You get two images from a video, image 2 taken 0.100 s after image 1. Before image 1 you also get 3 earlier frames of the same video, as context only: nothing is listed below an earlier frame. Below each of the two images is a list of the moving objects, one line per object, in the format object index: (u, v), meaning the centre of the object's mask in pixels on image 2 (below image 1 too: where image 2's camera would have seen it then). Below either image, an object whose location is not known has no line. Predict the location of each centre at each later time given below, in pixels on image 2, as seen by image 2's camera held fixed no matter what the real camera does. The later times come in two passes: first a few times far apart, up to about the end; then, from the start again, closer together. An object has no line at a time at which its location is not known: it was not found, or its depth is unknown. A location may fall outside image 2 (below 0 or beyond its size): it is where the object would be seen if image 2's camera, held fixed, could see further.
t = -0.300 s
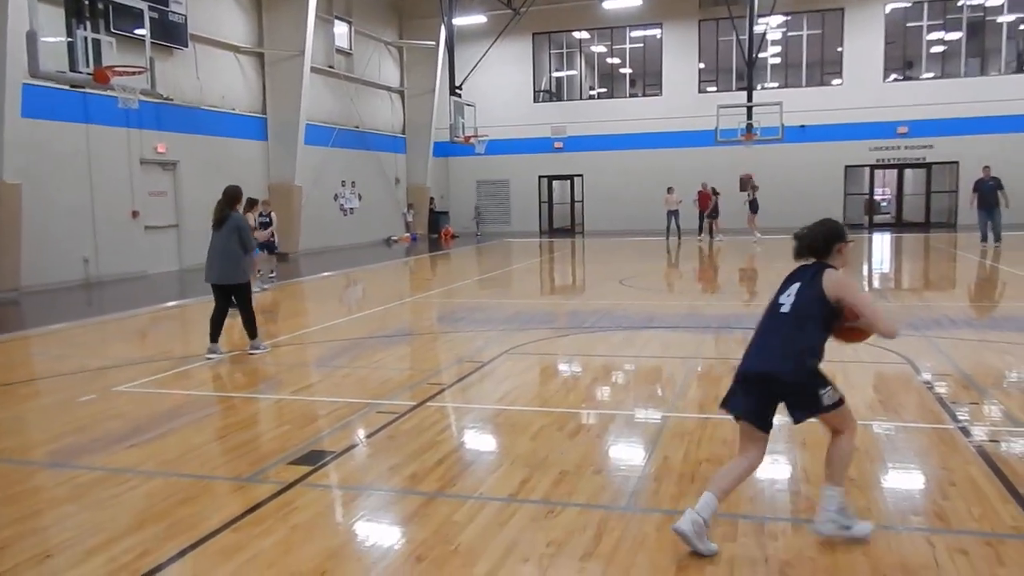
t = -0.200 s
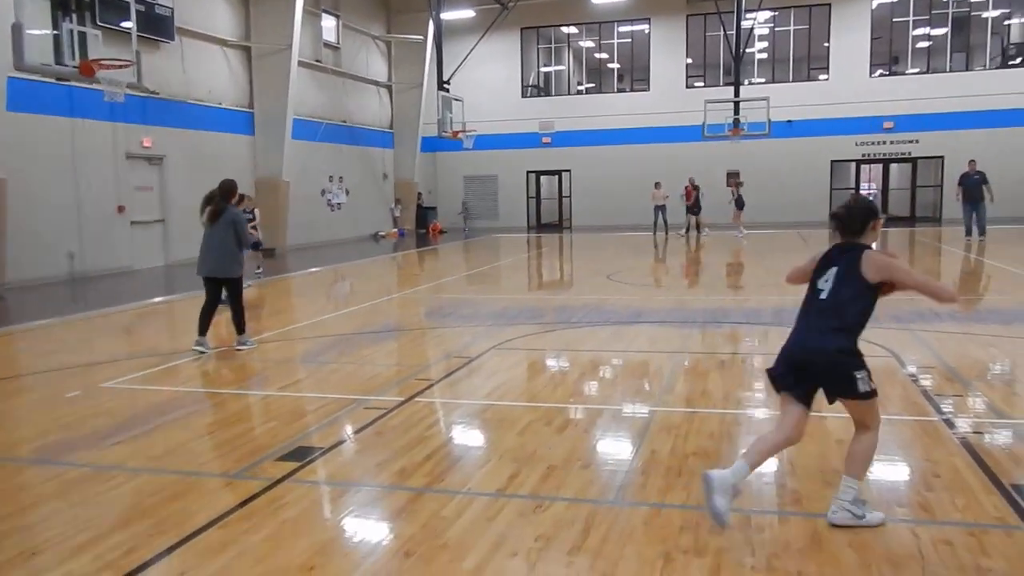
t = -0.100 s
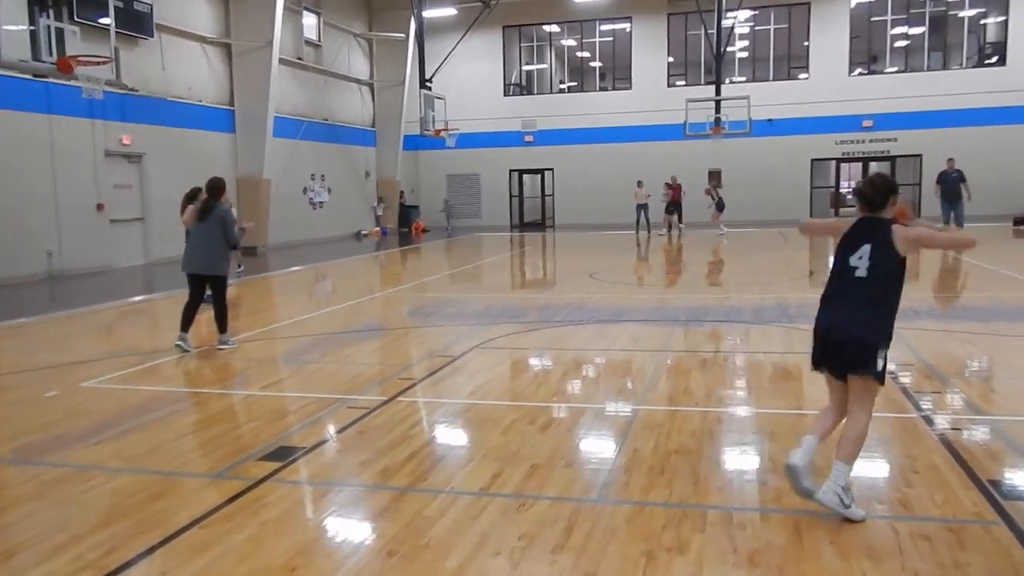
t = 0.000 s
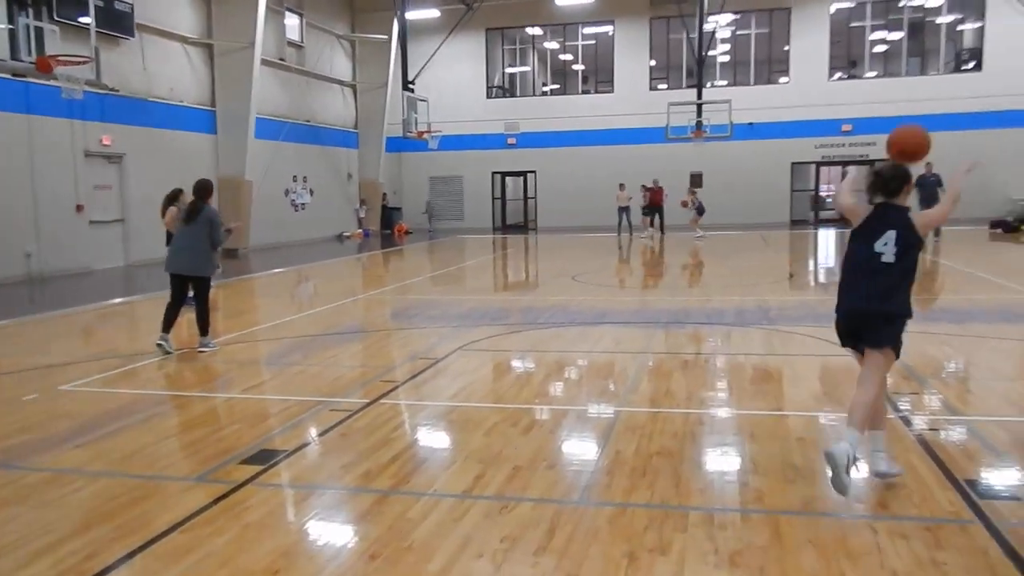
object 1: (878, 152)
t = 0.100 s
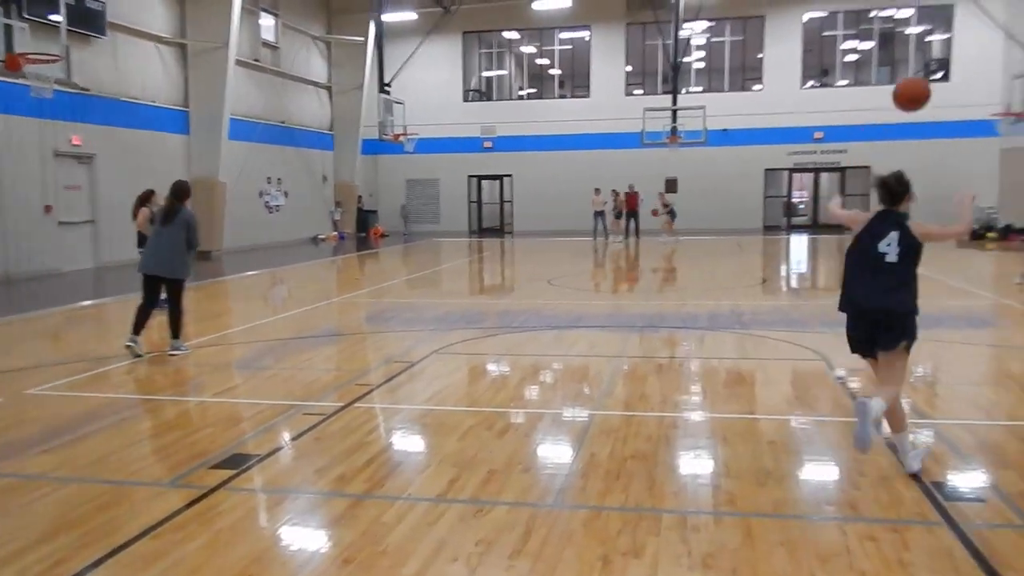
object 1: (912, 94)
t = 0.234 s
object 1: (944, 55)
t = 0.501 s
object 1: (986, 61)
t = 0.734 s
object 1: (1007, 115)
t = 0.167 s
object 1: (930, 71)
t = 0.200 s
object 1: (938, 63)
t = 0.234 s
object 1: (944, 55)
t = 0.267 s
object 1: (951, 51)
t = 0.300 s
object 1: (958, 48)
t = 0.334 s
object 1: (962, 47)
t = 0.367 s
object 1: (967, 47)
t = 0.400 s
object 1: (972, 50)
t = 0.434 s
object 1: (977, 53)
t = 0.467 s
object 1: (982, 57)
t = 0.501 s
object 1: (986, 61)
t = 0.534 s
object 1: (989, 67)
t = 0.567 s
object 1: (993, 74)
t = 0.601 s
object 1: (996, 80)
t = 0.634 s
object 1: (999, 88)
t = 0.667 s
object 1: (1002, 96)
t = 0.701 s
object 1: (1004, 106)
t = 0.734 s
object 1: (1007, 115)
